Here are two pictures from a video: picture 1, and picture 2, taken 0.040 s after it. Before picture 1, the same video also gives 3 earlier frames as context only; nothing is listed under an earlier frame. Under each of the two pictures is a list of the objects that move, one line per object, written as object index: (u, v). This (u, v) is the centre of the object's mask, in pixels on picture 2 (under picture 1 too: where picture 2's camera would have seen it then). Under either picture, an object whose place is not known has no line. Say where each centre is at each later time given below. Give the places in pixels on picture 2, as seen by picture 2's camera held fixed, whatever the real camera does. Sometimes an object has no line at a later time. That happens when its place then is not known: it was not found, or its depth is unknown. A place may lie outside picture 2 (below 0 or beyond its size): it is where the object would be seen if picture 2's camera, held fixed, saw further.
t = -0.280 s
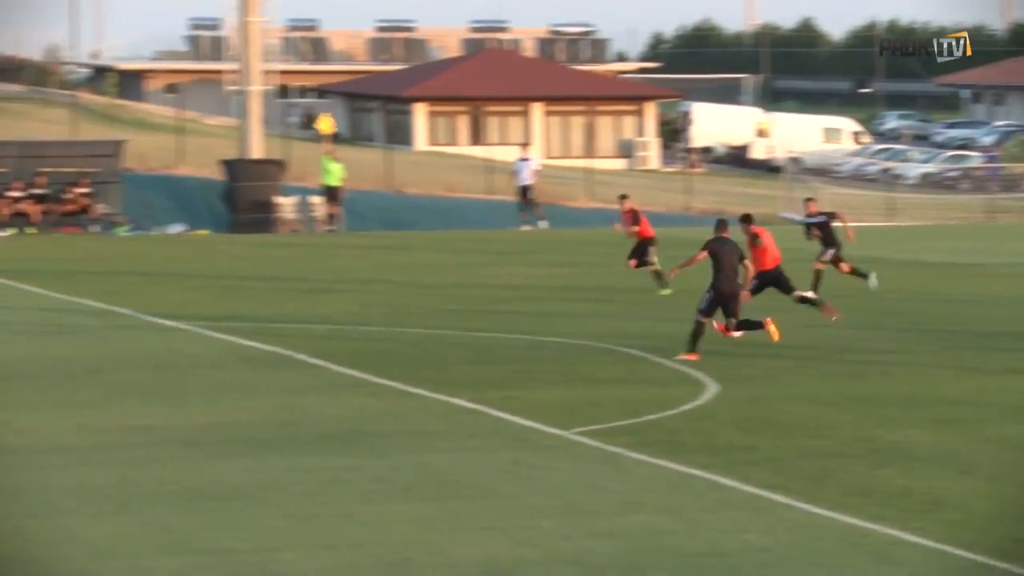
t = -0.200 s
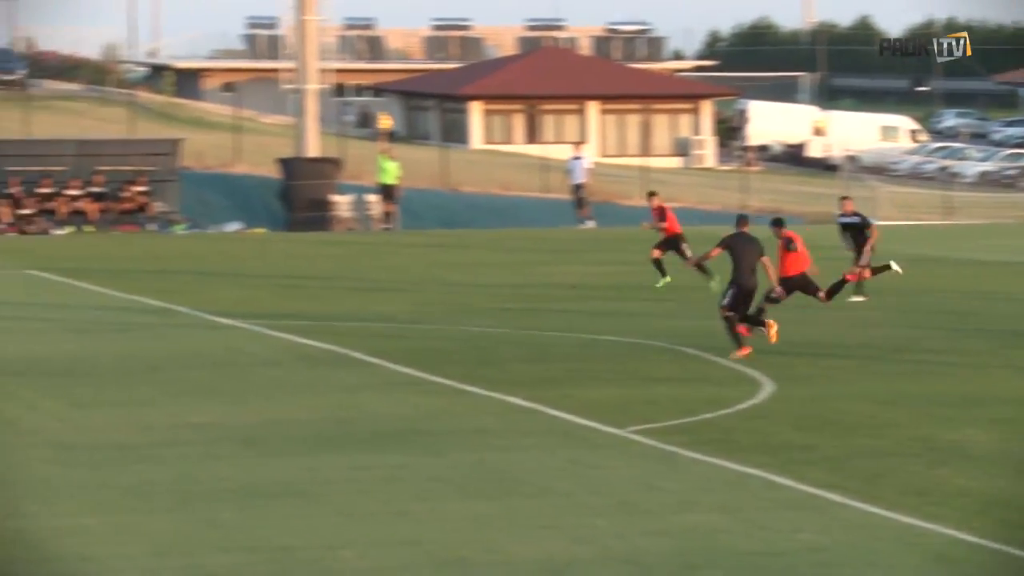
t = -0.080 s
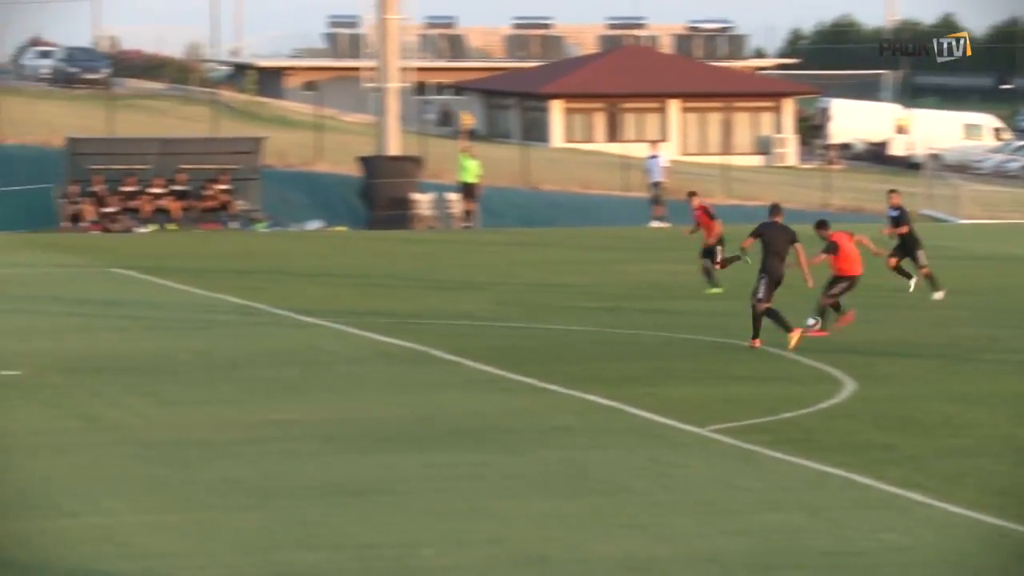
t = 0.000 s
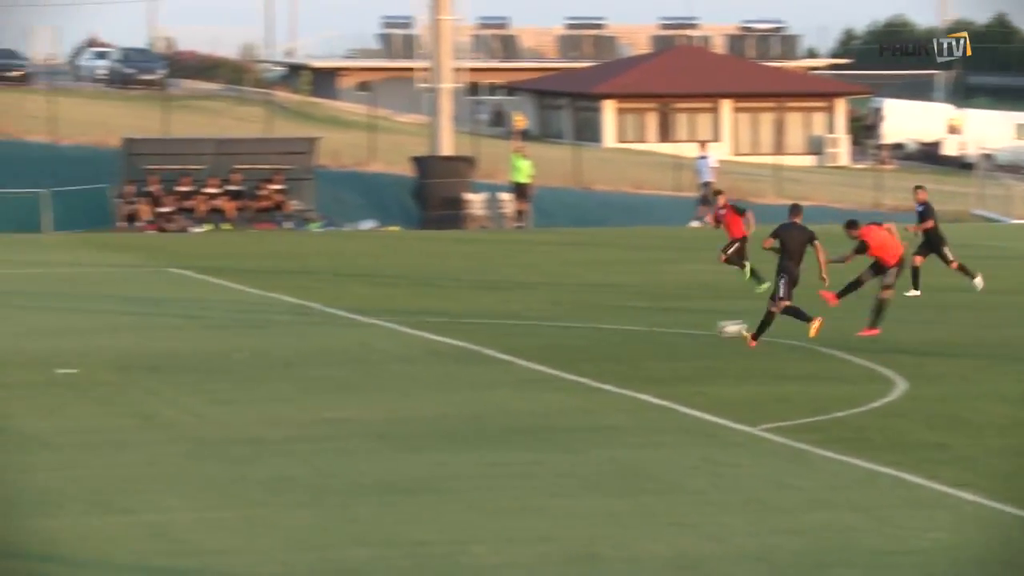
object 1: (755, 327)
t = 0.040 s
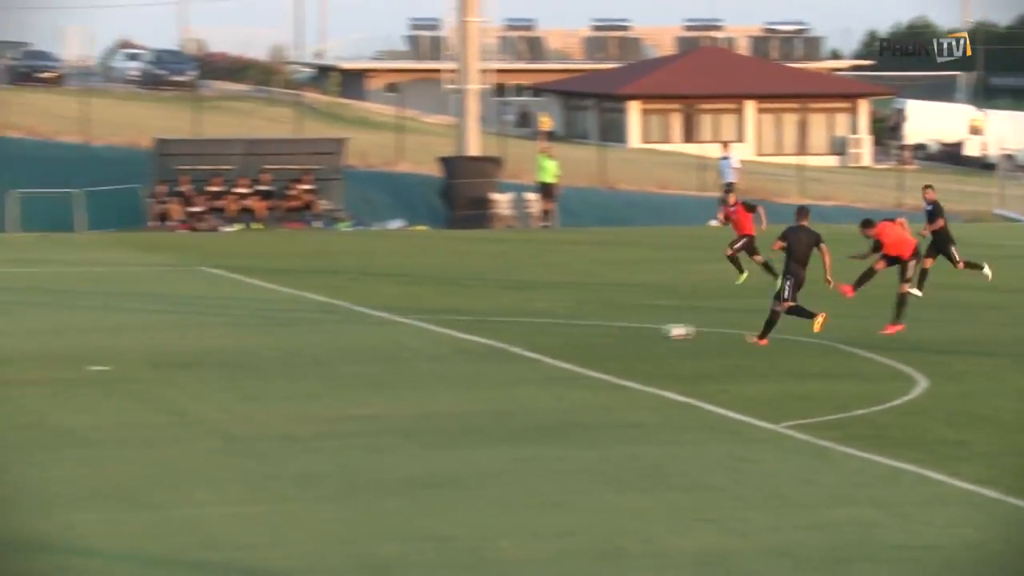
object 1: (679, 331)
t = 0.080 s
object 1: (603, 333)
